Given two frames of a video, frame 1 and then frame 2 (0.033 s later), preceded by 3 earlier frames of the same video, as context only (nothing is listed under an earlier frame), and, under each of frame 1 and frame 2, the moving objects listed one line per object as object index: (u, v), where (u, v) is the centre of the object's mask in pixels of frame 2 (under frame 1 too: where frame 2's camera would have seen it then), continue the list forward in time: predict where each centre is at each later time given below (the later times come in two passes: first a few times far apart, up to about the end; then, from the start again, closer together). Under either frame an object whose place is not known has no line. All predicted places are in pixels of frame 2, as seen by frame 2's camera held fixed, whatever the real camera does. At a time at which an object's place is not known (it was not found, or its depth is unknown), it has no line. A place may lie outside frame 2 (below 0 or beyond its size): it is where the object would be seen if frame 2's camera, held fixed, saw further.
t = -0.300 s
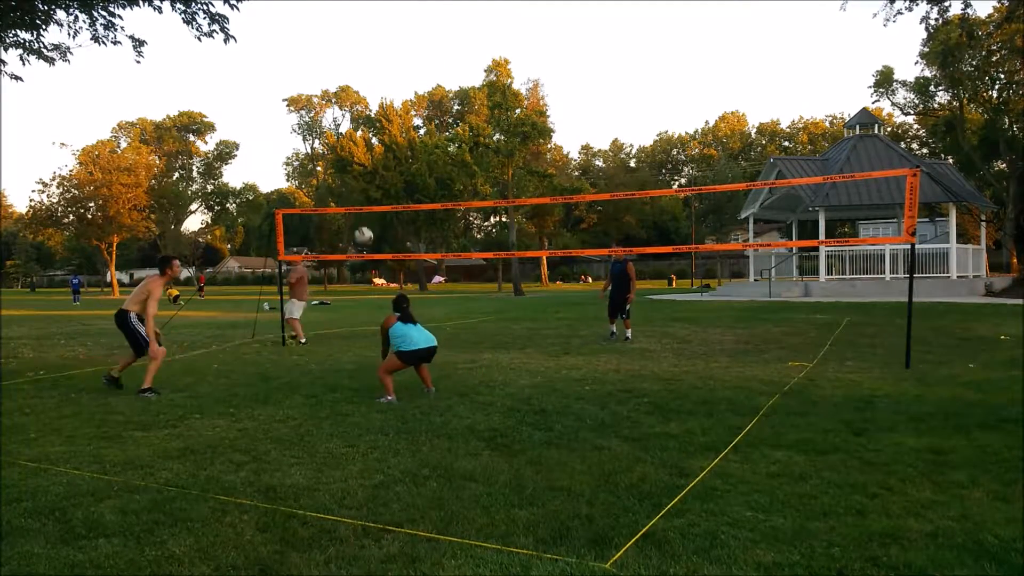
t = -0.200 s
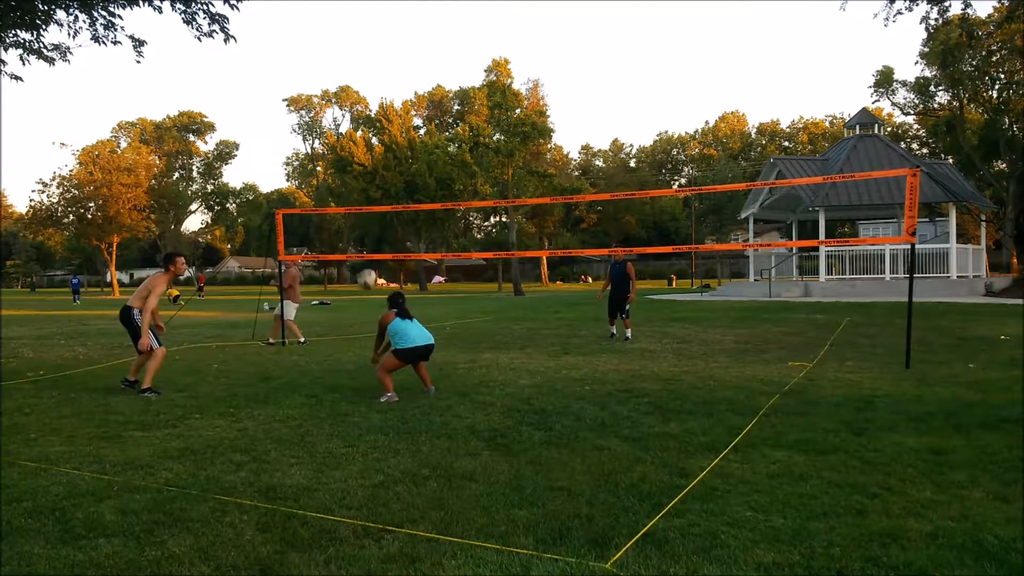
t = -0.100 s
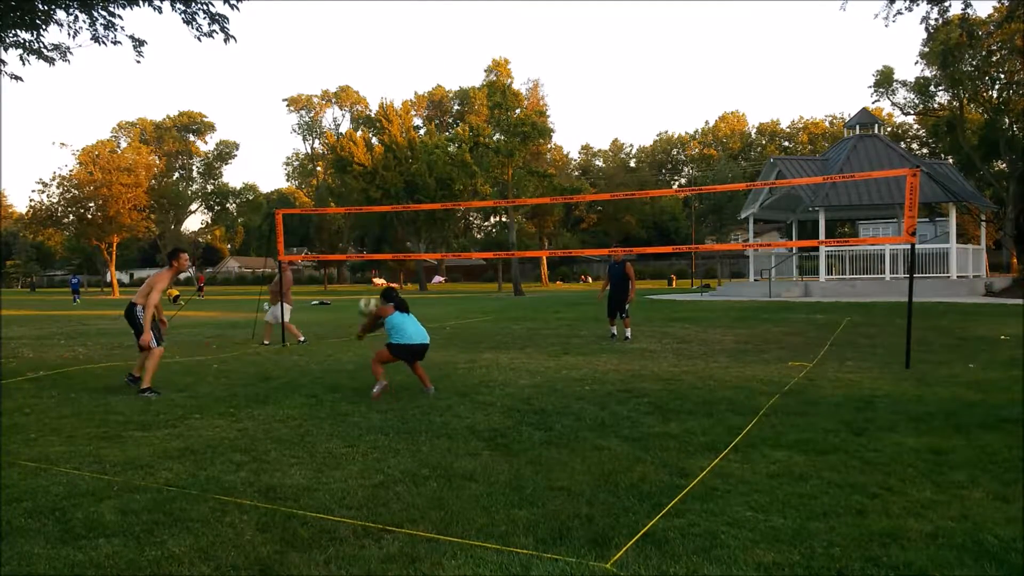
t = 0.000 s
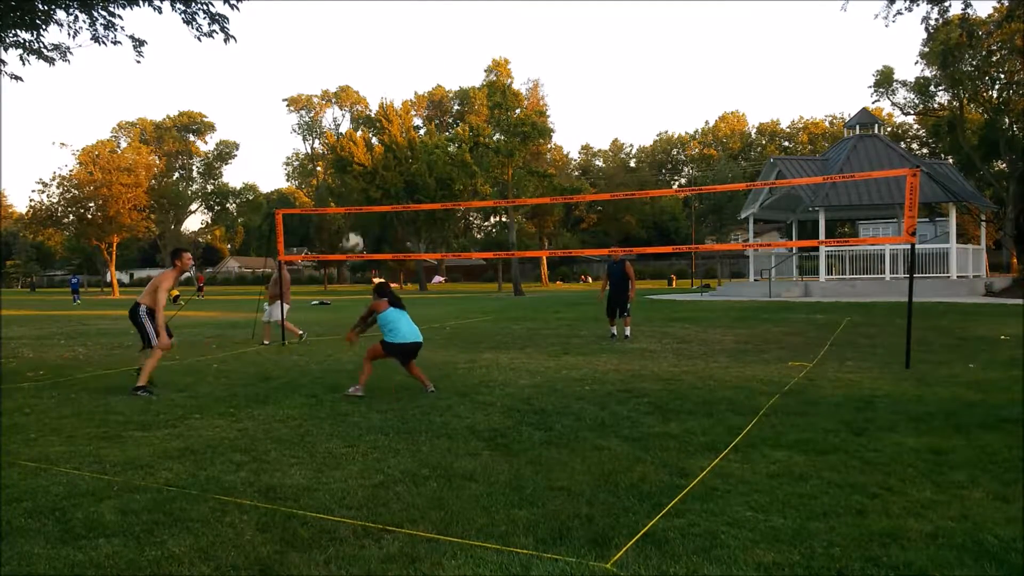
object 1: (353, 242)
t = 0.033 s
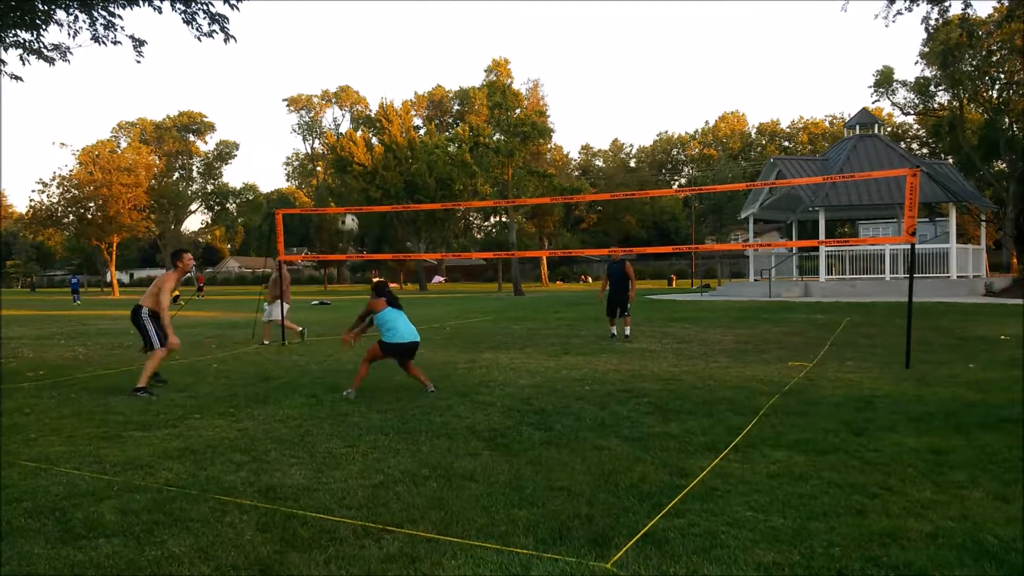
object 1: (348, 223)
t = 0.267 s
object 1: (321, 124)
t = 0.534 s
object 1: (290, 74)
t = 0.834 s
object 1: (262, 93)
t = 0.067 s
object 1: (344, 206)
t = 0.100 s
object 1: (339, 189)
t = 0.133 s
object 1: (335, 174)
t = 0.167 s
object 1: (331, 161)
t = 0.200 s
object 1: (327, 147)
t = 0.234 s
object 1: (324, 136)
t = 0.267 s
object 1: (321, 124)
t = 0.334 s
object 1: (312, 106)
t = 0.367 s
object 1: (308, 98)
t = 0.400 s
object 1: (304, 91)
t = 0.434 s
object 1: (300, 85)
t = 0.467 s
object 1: (297, 80)
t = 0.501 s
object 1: (293, 76)
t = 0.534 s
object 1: (290, 74)
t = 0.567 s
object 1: (286, 72)
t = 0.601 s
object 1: (283, 71)
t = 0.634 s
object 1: (280, 72)
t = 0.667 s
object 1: (277, 73)
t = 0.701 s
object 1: (273, 75)
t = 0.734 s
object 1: (270, 78)
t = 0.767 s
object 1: (267, 82)
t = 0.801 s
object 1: (264, 87)
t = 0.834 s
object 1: (262, 93)
